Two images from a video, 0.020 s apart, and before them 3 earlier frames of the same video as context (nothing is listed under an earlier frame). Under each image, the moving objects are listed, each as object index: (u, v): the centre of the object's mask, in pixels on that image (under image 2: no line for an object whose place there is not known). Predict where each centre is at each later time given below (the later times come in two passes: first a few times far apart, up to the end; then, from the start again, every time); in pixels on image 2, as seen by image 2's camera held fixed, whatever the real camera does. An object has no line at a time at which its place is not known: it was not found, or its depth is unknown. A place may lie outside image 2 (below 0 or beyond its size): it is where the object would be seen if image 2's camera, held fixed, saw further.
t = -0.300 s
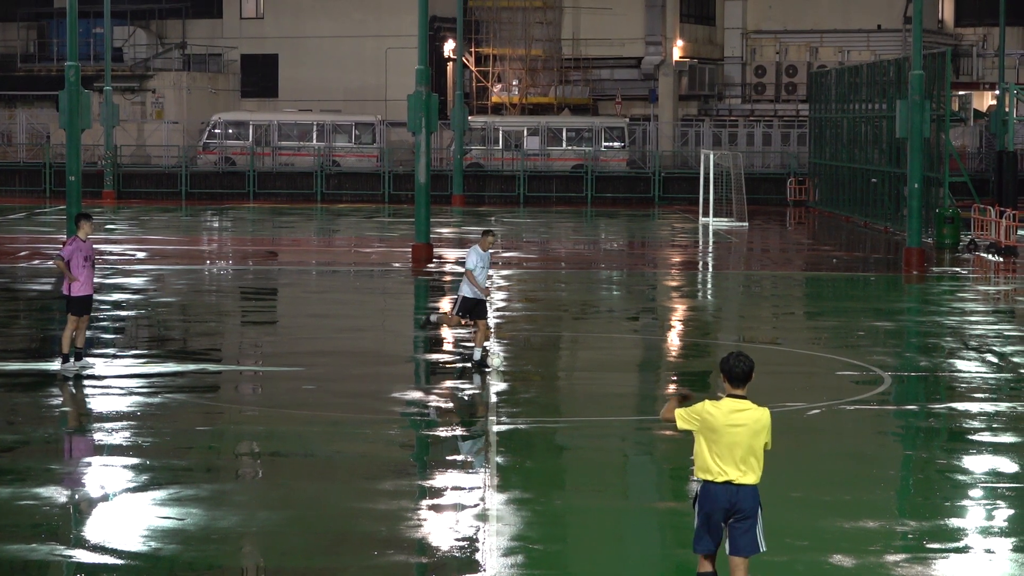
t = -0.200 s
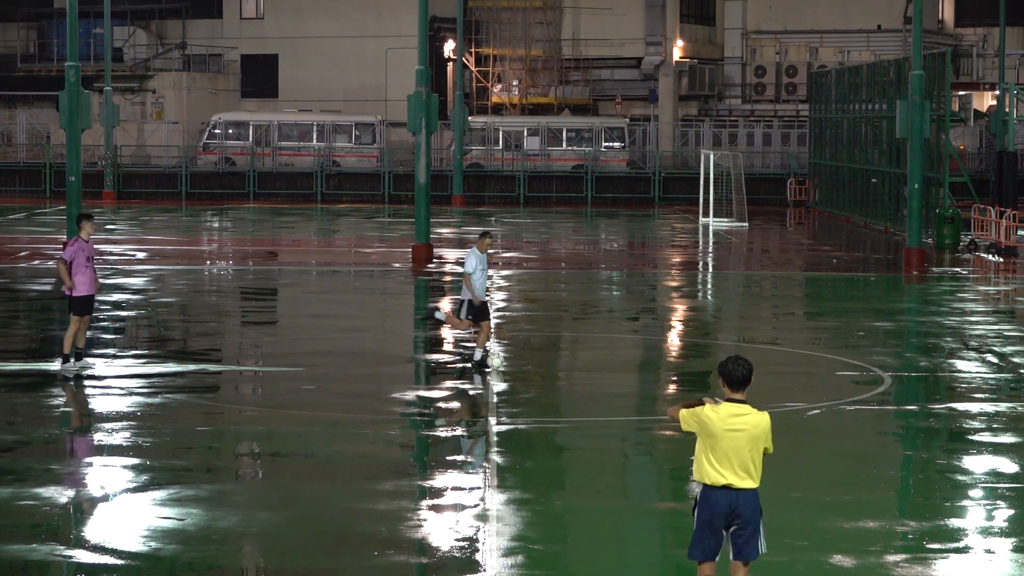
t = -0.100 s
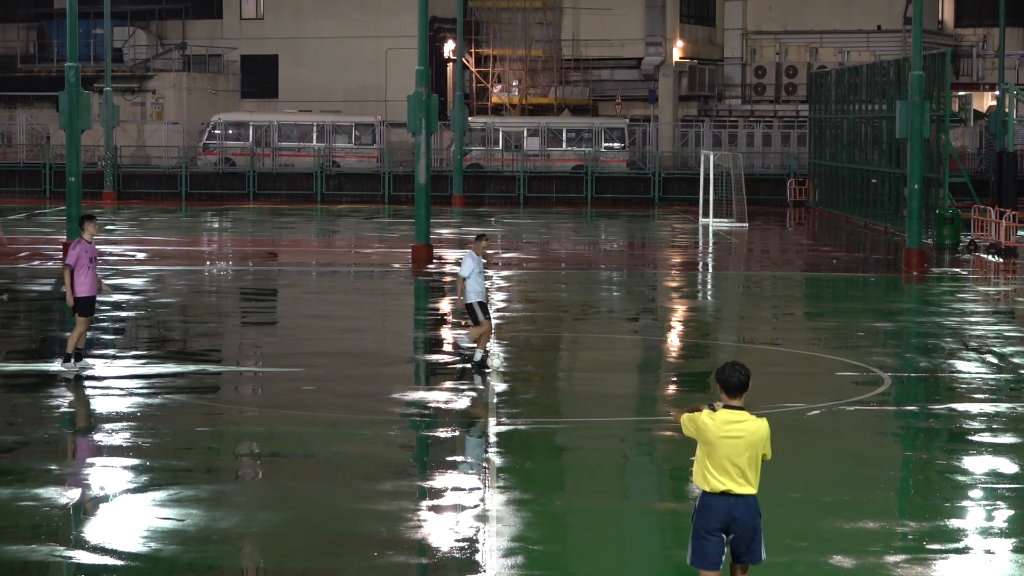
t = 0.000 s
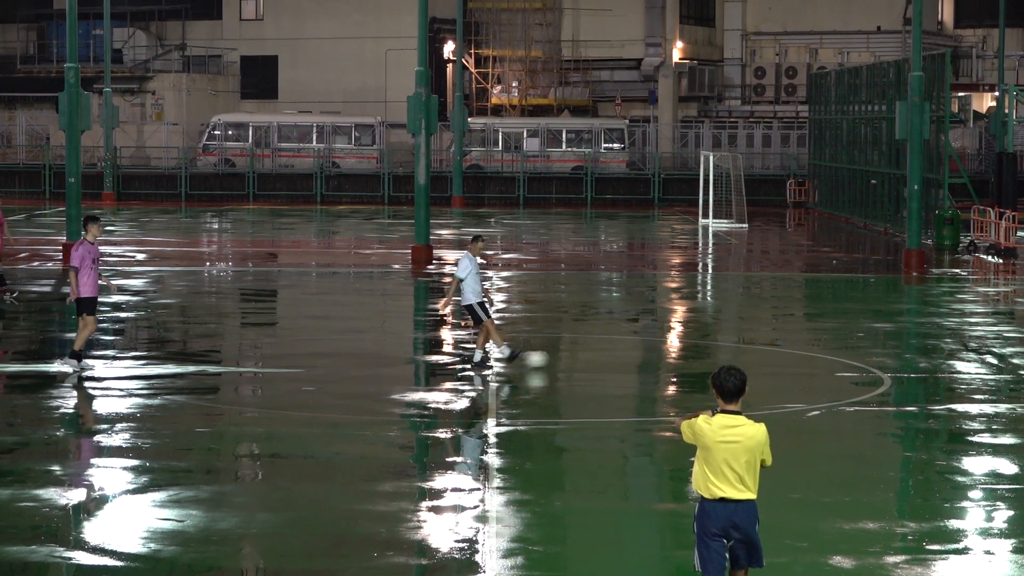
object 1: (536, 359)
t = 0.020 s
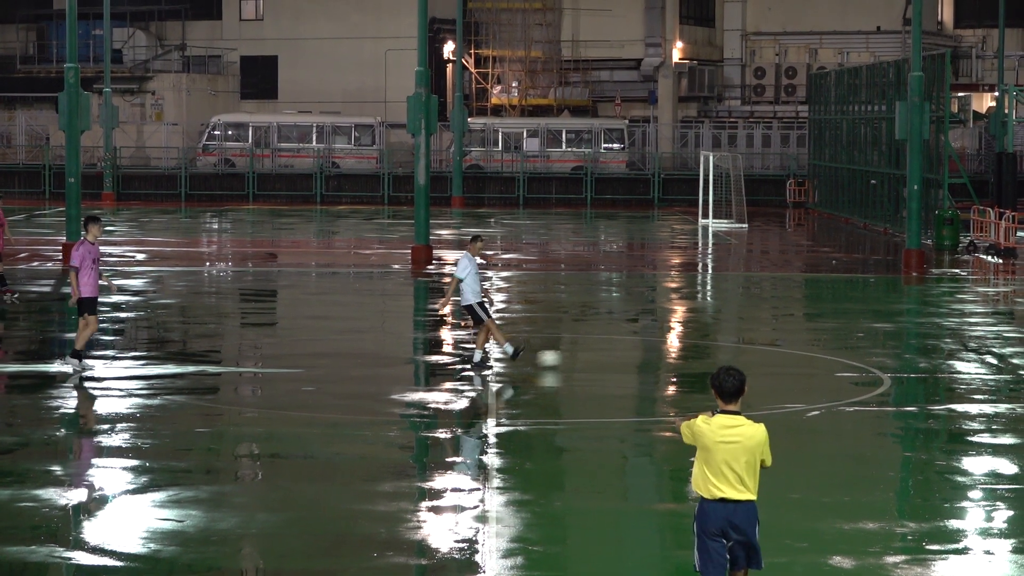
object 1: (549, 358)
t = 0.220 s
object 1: (673, 350)
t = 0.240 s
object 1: (685, 349)
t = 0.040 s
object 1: (563, 358)
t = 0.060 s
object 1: (577, 357)
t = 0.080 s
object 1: (591, 357)
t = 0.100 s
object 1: (604, 355)
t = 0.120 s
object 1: (616, 354)
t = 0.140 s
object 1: (628, 353)
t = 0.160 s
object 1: (640, 353)
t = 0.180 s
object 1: (651, 352)
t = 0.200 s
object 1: (661, 351)
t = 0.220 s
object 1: (673, 350)
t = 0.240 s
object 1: (685, 349)
